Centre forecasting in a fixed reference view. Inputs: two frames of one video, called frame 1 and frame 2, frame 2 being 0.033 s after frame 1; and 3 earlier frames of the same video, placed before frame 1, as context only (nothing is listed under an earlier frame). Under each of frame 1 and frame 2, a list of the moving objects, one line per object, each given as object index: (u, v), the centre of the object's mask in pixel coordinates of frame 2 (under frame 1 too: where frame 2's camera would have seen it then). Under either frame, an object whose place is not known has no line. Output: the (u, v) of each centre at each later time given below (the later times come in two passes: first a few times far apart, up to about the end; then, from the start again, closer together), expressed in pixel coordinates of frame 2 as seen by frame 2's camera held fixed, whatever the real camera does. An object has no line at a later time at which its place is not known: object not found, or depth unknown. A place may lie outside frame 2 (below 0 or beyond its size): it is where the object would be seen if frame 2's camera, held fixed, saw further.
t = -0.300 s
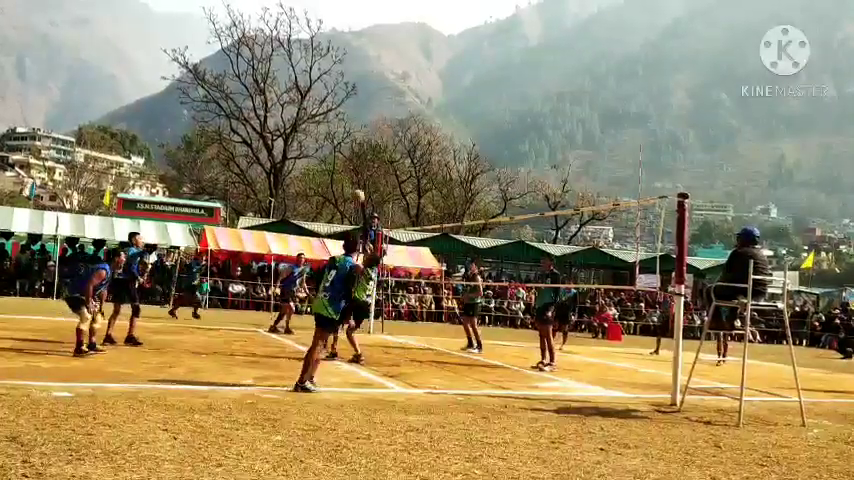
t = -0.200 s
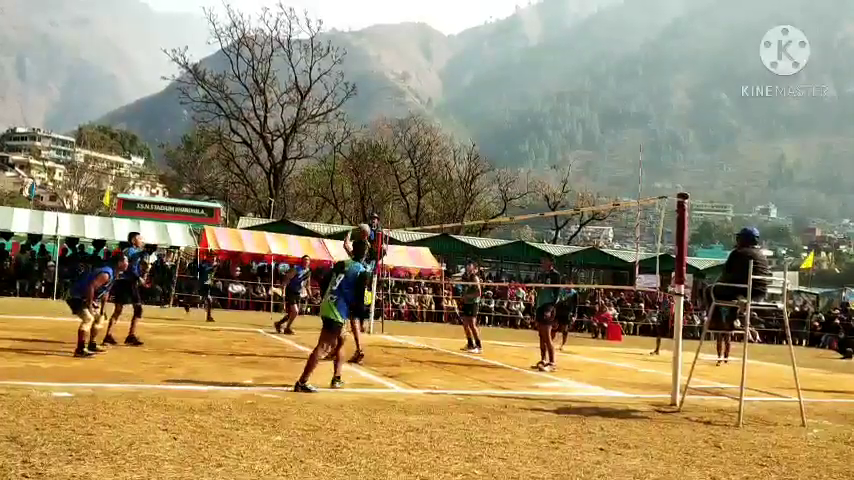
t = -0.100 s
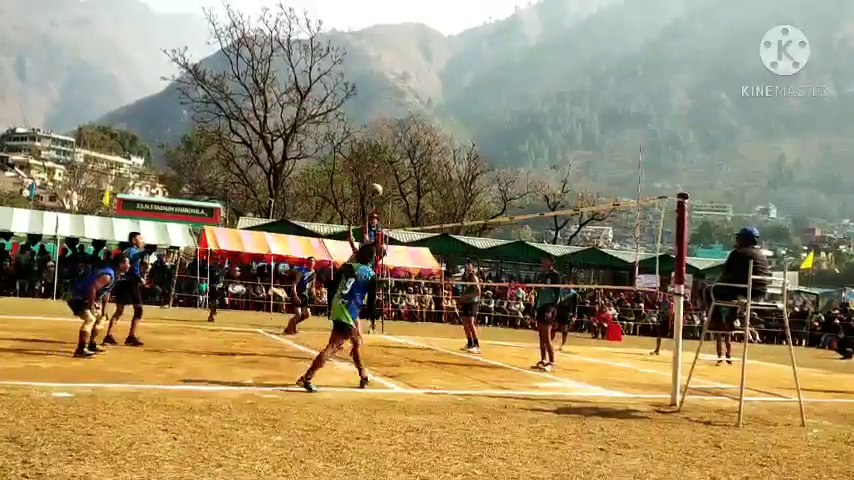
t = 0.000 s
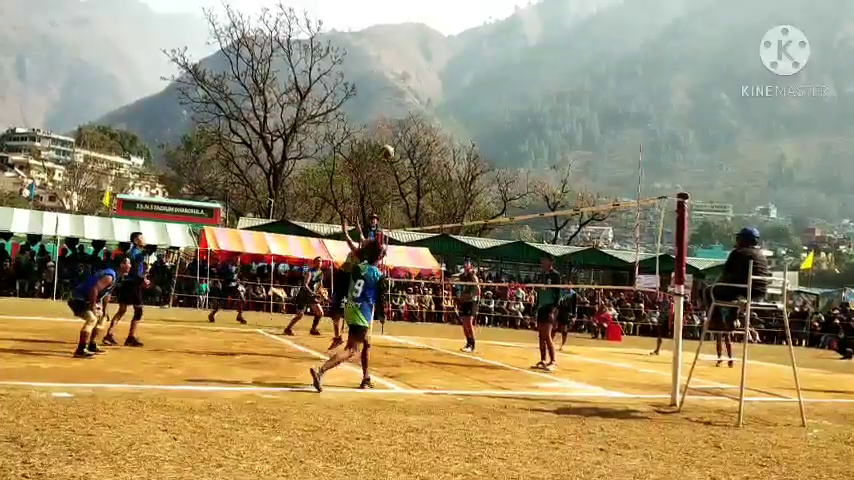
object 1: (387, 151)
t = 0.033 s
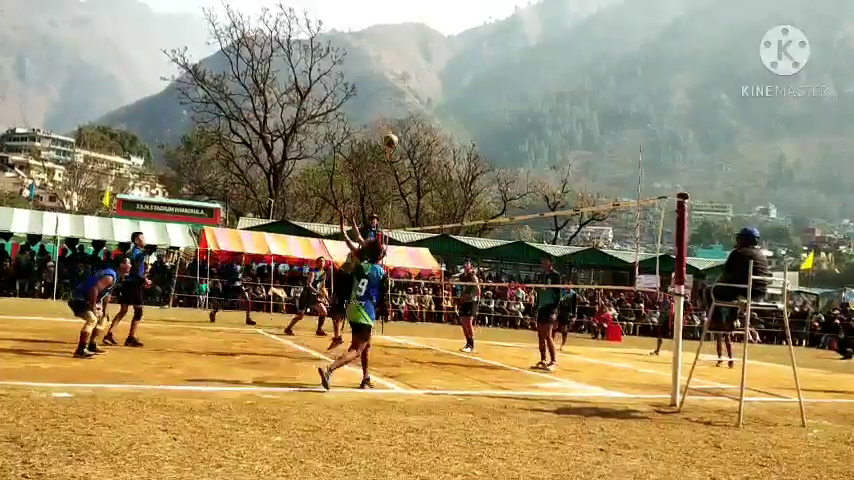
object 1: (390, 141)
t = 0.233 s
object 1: (410, 87)
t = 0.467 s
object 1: (432, 57)
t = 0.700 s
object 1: (452, 64)
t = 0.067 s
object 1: (393, 130)
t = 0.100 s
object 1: (396, 120)
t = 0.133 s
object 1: (400, 111)
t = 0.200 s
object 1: (407, 95)
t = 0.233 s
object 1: (410, 87)
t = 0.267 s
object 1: (413, 80)
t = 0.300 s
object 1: (416, 75)
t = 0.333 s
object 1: (420, 70)
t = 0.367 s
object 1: (423, 66)
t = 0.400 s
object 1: (426, 62)
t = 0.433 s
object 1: (429, 59)
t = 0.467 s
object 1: (432, 57)
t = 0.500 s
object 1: (435, 56)
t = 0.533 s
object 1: (438, 55)
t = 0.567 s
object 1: (440, 56)
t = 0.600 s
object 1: (444, 56)
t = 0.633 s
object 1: (446, 58)
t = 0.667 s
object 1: (449, 61)
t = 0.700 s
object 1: (452, 64)
